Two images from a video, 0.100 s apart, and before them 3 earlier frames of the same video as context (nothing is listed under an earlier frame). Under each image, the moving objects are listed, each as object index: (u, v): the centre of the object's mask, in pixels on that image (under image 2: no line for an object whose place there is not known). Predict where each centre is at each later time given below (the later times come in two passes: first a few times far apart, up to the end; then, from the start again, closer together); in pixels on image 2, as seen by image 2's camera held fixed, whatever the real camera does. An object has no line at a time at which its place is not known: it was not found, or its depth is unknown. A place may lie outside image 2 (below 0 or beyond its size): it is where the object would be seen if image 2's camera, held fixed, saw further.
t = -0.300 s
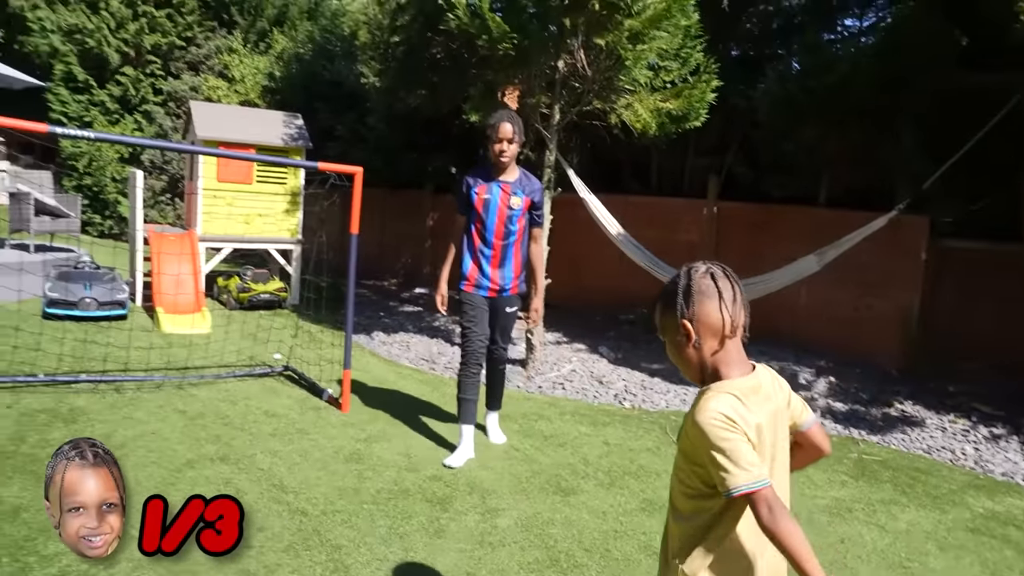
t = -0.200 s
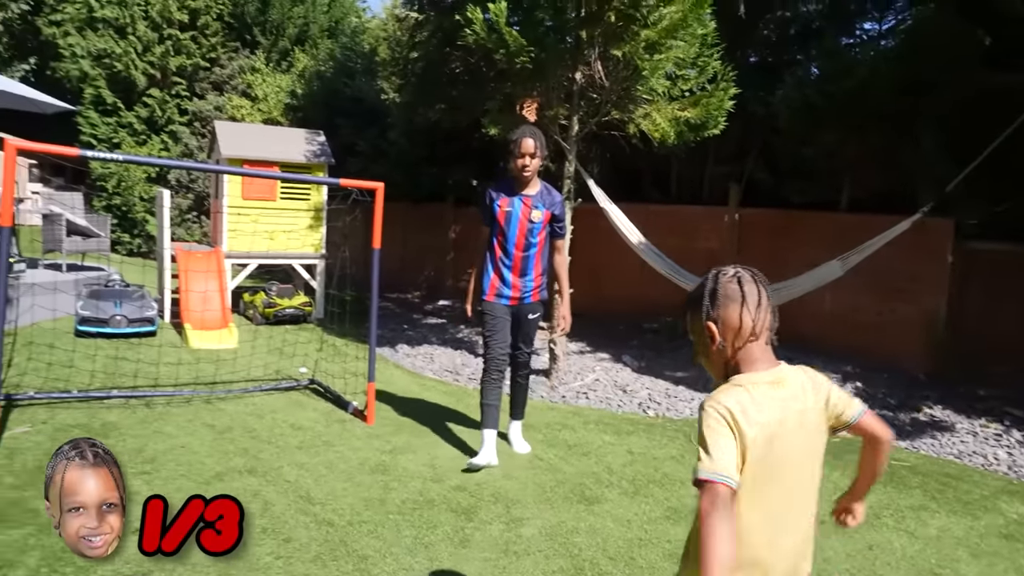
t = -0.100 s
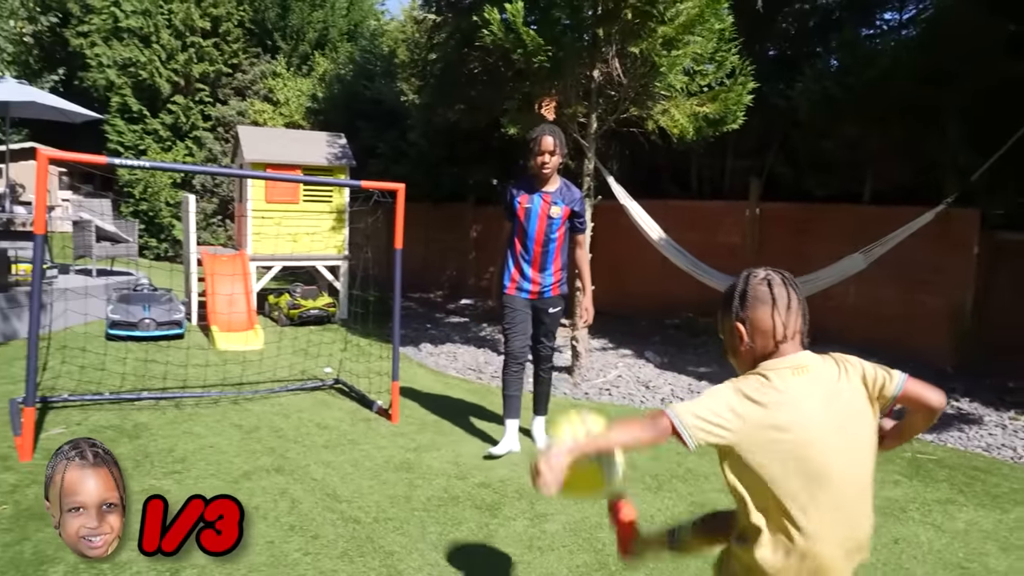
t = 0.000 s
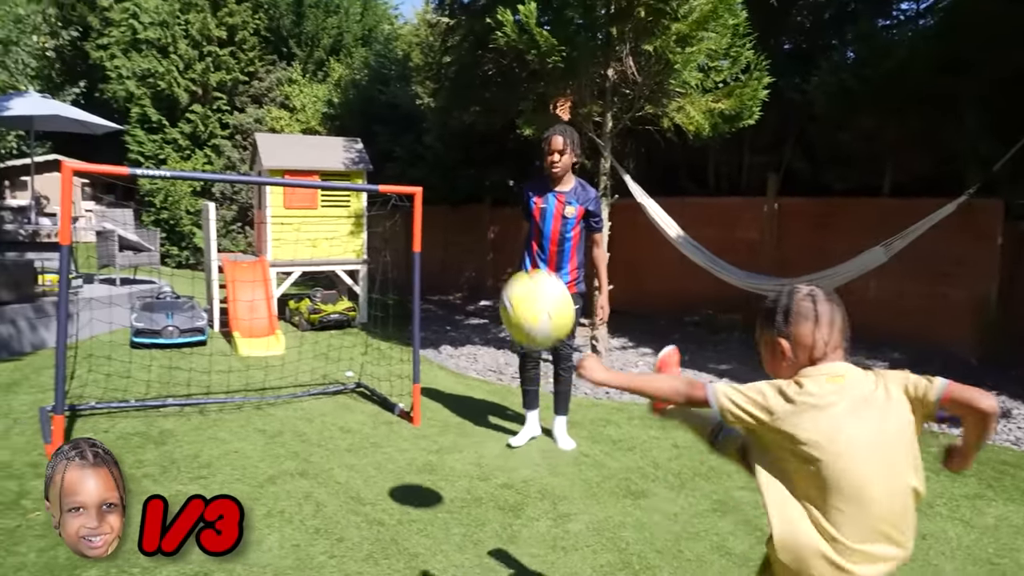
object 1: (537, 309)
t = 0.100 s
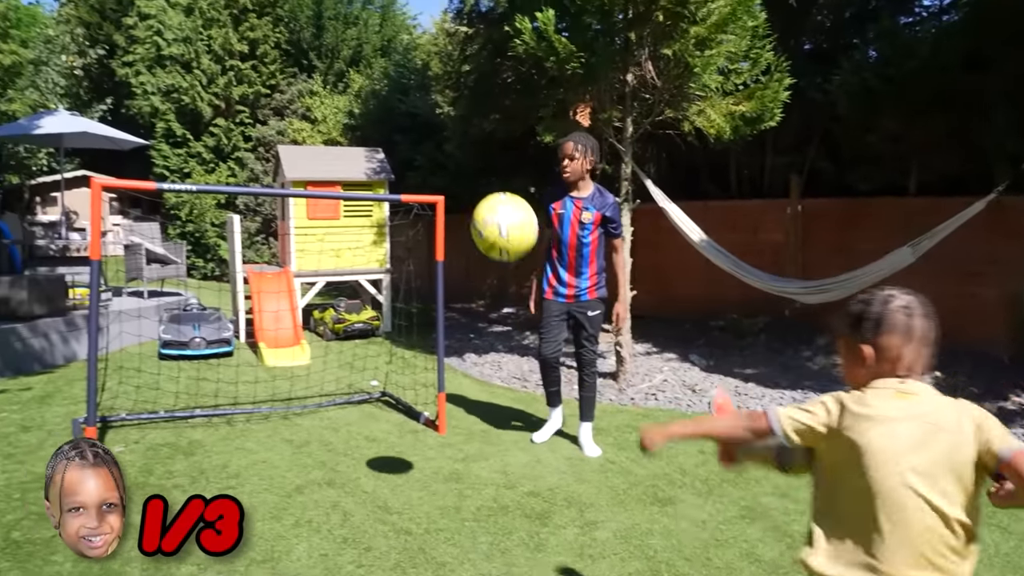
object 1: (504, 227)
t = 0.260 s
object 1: (437, 170)
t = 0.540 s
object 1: (366, 228)
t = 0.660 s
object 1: (344, 290)
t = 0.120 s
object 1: (494, 215)
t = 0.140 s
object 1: (485, 204)
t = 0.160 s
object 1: (476, 195)
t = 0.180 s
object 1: (468, 188)
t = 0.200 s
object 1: (460, 181)
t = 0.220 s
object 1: (451, 176)
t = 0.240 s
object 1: (444, 172)
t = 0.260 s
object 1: (437, 170)
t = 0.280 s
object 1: (430, 168)
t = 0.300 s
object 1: (424, 168)
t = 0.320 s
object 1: (418, 169)
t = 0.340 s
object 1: (413, 170)
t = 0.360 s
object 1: (406, 172)
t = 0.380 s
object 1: (400, 175)
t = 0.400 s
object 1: (395, 180)
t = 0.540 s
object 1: (366, 228)
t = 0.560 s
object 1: (362, 238)
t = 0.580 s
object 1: (358, 247)
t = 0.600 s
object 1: (353, 257)
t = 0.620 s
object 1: (350, 269)
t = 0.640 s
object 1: (347, 279)
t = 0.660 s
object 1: (344, 290)
